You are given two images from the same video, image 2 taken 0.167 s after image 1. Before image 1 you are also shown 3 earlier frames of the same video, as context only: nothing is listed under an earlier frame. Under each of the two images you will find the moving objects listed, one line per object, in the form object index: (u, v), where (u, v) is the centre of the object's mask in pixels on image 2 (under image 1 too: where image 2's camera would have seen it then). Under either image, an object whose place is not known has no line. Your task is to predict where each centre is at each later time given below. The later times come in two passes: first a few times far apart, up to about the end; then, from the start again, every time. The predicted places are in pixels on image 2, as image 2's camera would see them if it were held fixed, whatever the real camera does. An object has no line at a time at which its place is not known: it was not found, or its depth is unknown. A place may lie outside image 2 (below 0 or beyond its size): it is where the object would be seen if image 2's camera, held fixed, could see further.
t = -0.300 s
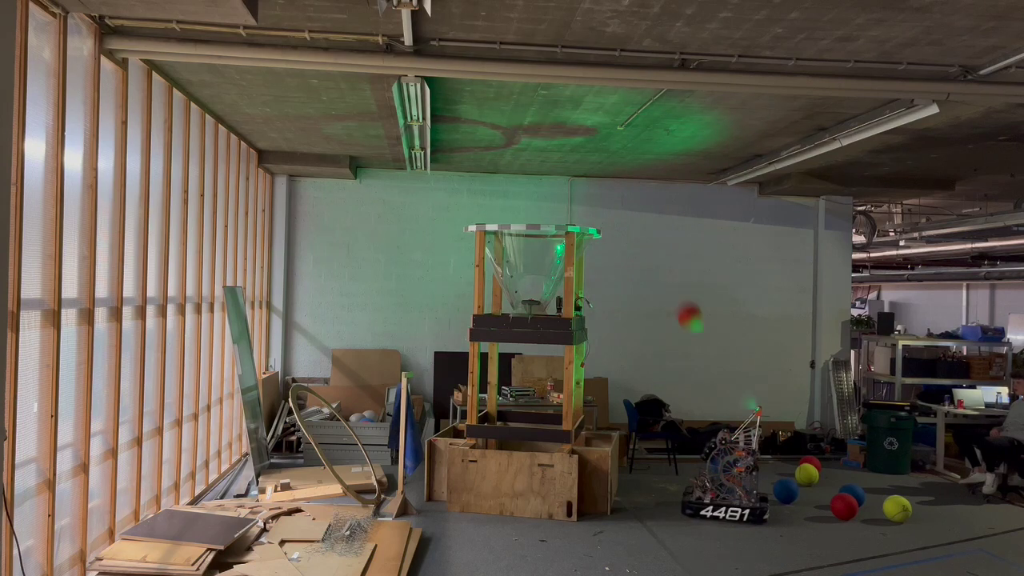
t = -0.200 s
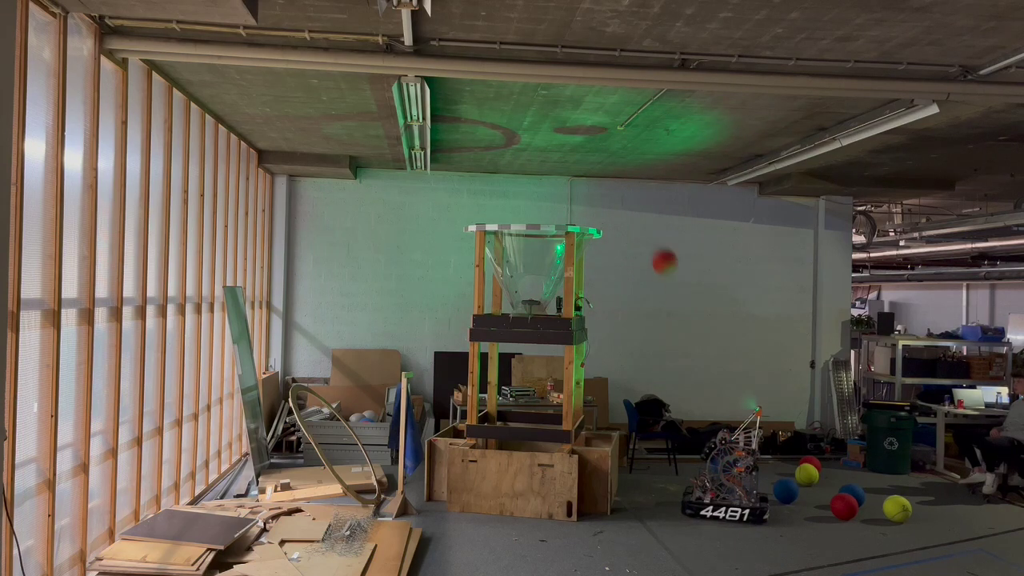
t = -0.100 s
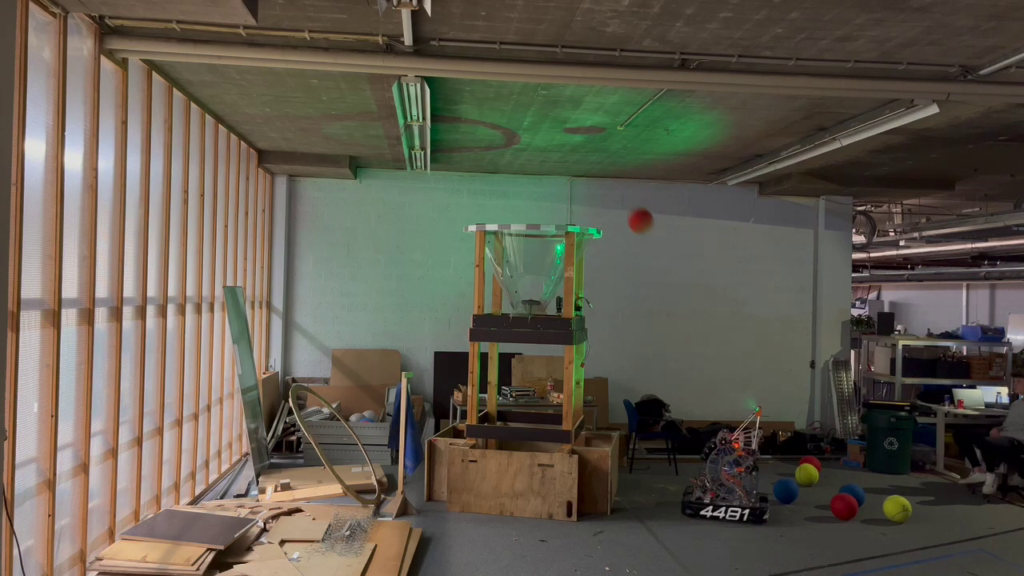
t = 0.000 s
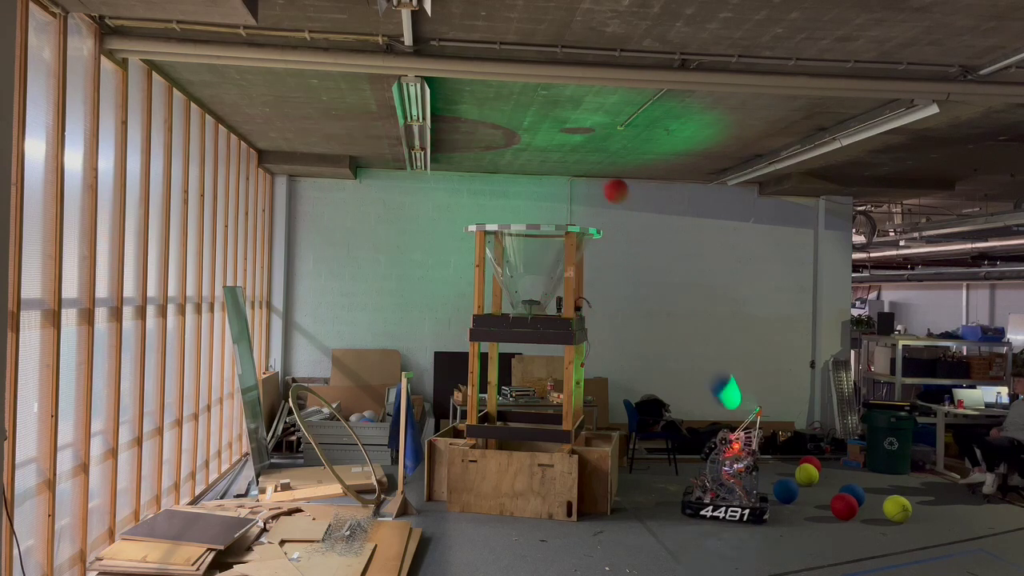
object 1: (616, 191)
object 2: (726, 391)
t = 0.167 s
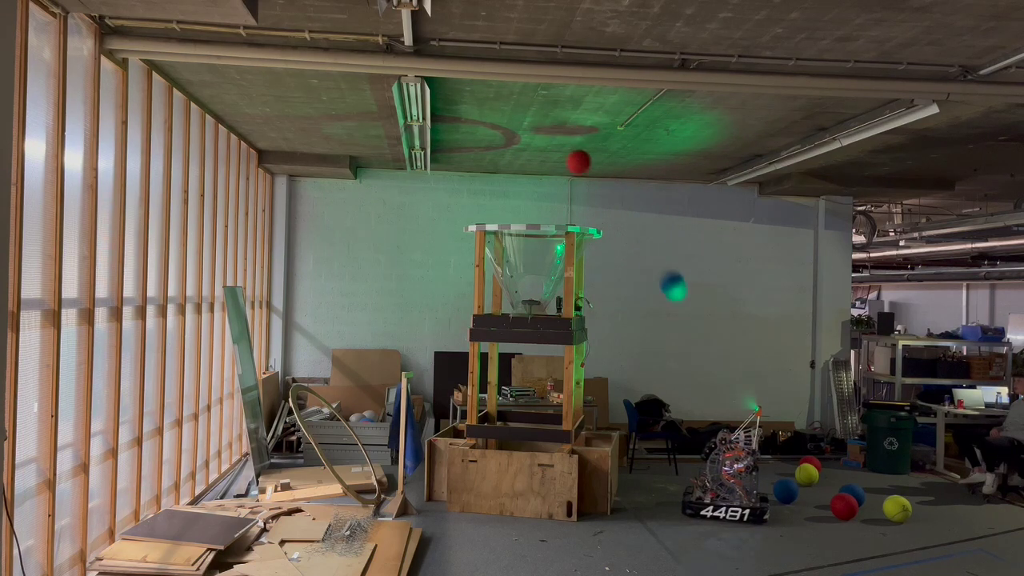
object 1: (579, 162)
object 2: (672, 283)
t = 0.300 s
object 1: (549, 160)
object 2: (635, 226)
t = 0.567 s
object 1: (494, 202)
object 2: (566, 165)
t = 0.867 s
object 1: (534, 197)
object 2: (491, 180)
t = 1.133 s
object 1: (584, 213)
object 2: (428, 259)
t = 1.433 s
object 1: (559, 186)
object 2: (358, 410)
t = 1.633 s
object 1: (541, 214)
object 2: (337, 417)
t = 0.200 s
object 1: (571, 159)
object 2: (663, 267)
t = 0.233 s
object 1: (564, 159)
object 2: (653, 251)
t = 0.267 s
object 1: (557, 159)
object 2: (644, 237)
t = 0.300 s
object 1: (549, 160)
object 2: (635, 226)
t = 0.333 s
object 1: (542, 162)
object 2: (626, 214)
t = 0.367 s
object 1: (535, 165)
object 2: (617, 204)
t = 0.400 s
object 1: (527, 168)
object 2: (609, 195)
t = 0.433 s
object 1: (521, 173)
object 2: (600, 187)
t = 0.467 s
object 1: (515, 178)
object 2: (591, 180)
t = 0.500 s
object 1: (508, 185)
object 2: (583, 174)
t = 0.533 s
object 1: (501, 193)
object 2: (575, 169)
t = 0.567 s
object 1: (494, 202)
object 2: (566, 165)
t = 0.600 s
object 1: (487, 212)
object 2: (557, 163)
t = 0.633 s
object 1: (482, 218)
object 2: (549, 161)
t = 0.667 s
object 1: (488, 215)
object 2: (541, 161)
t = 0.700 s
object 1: (496, 211)
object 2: (533, 161)
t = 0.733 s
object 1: (504, 206)
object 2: (524, 163)
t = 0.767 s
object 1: (511, 202)
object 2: (516, 166)
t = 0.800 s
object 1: (519, 200)
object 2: (507, 170)
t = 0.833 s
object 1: (526, 198)
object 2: (499, 174)
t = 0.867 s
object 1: (534, 197)
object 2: (491, 180)
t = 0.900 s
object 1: (542, 197)
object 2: (483, 186)
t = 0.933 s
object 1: (549, 199)
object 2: (475, 194)
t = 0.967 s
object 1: (557, 201)
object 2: (467, 202)
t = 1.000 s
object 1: (564, 204)
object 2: (460, 212)
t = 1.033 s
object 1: (572, 209)
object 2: (452, 222)
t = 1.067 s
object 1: (579, 215)
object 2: (444, 234)
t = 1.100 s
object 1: (586, 218)
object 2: (436, 246)
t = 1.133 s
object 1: (584, 213)
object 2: (428, 259)
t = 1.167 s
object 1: (581, 206)
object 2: (420, 273)
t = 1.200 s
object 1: (578, 200)
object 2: (412, 286)
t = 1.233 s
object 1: (576, 194)
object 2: (405, 302)
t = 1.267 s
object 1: (573, 190)
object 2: (397, 318)
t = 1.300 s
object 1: (570, 187)
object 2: (389, 334)
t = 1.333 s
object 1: (567, 185)
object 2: (382, 353)
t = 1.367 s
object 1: (565, 184)
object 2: (373, 371)
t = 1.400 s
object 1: (562, 185)
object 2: (366, 391)
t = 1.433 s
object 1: (559, 186)
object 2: (358, 410)
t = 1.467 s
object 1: (556, 188)
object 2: (349, 431)
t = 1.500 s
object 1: (553, 191)
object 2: (341, 453)
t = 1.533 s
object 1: (550, 195)
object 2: (339, 451)
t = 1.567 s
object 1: (547, 200)
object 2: (338, 438)
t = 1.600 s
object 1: (544, 207)
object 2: (336, 427)
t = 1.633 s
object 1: (541, 214)
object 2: (337, 417)
